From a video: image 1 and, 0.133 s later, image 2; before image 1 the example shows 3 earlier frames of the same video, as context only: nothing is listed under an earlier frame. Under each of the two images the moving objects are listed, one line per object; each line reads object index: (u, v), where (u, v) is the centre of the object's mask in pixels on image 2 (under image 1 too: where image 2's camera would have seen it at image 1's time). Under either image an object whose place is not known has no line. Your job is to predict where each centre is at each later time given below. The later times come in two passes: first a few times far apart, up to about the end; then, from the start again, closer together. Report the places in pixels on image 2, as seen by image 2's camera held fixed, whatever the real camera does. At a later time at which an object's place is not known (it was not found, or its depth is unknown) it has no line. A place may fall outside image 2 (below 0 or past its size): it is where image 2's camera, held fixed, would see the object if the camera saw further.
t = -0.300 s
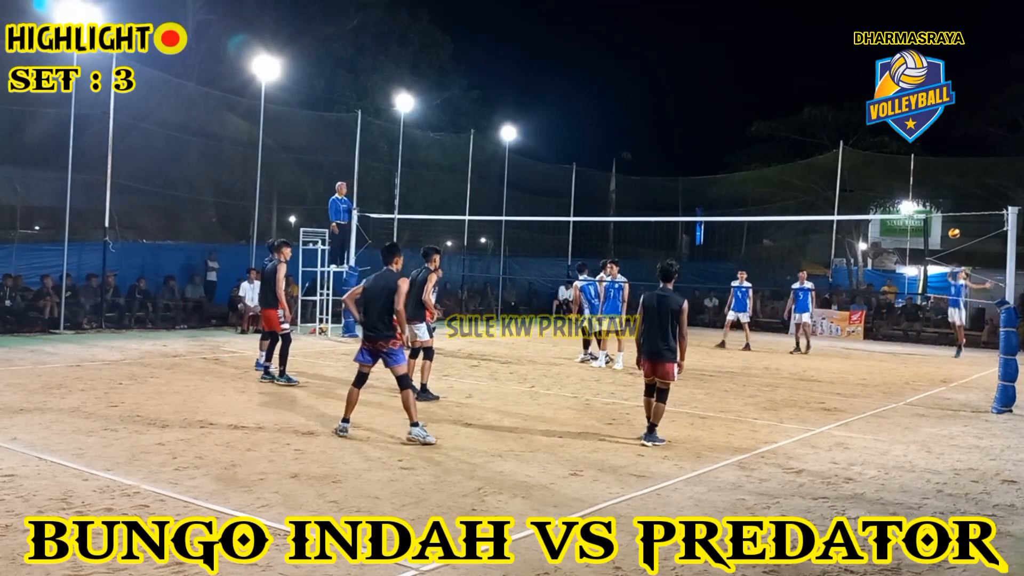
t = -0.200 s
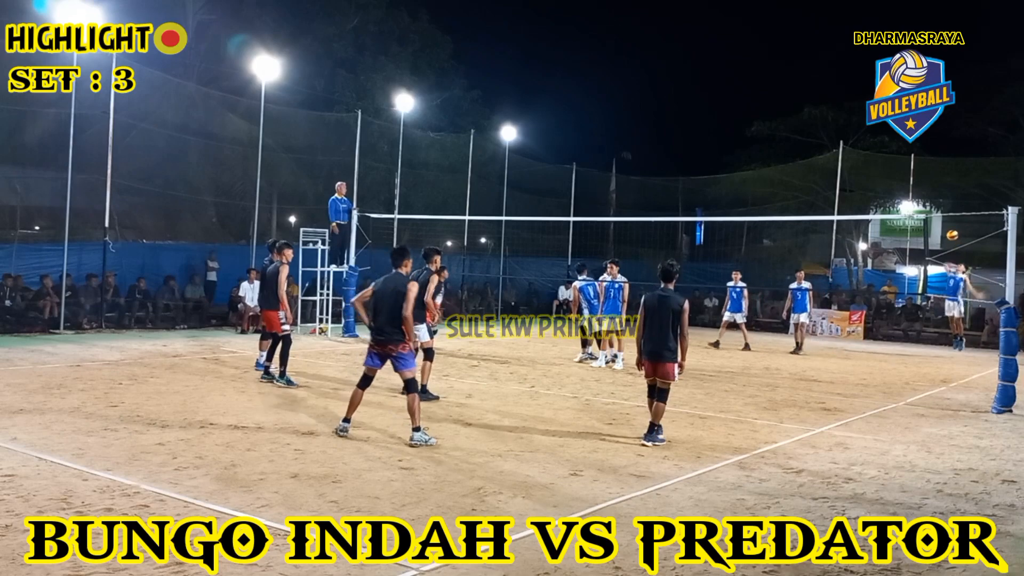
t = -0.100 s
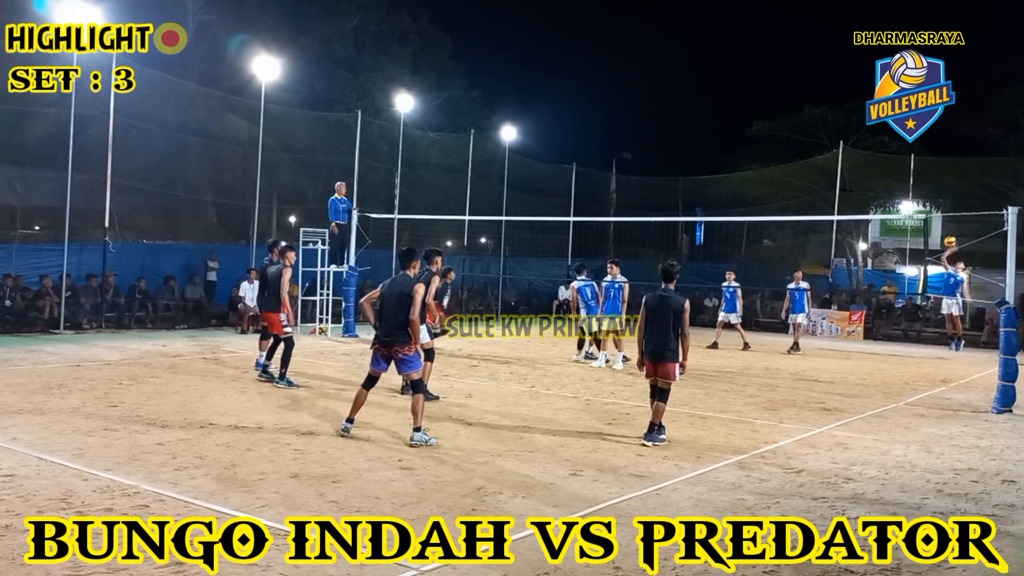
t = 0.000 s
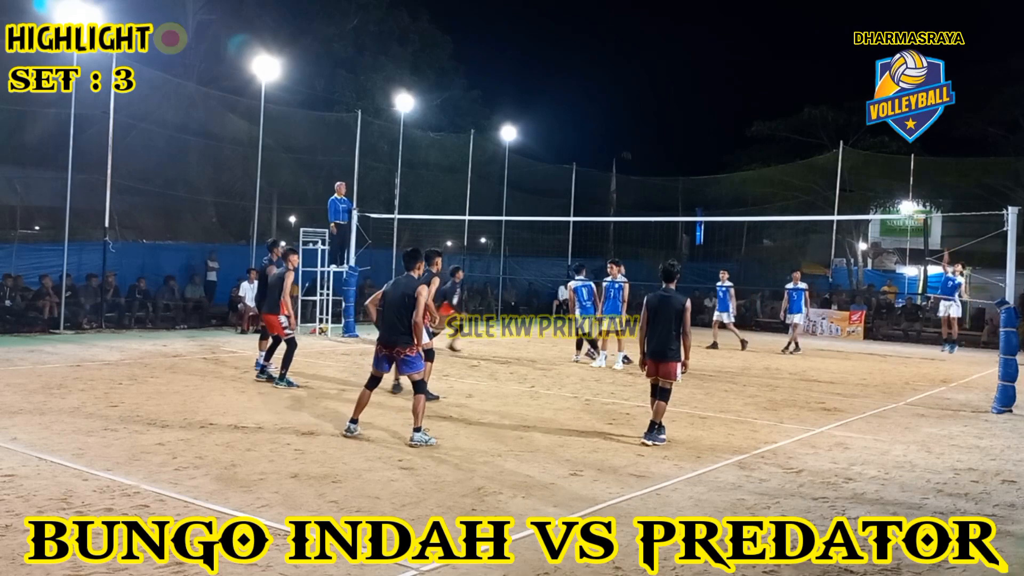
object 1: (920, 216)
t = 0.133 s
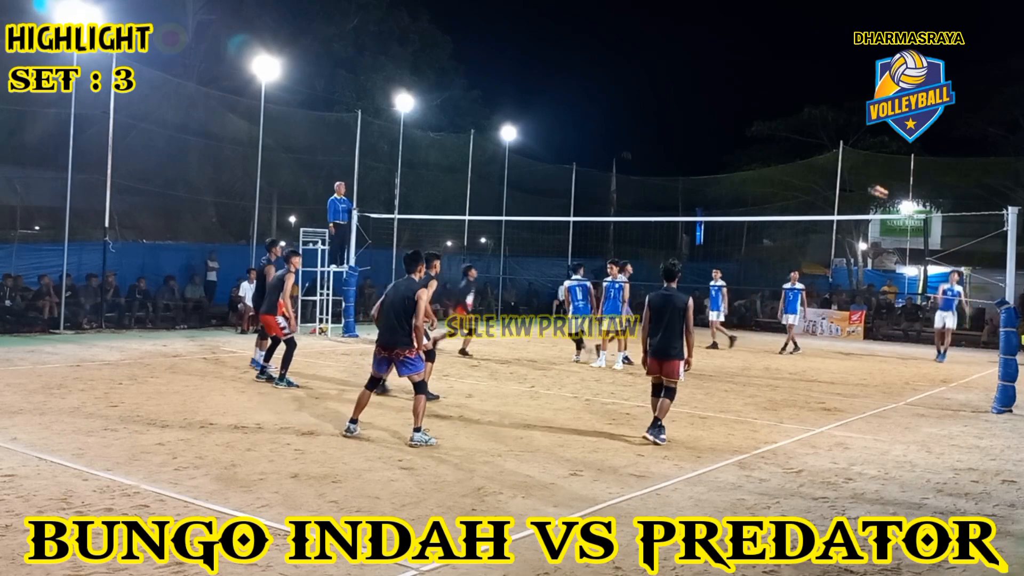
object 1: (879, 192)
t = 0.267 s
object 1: (827, 171)
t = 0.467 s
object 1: (741, 160)
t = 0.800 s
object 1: (558, 202)
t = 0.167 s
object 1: (867, 186)
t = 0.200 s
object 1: (853, 180)
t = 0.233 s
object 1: (841, 175)
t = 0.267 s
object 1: (827, 171)
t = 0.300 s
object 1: (814, 167)
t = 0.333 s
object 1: (799, 164)
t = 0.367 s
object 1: (786, 162)
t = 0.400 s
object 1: (770, 160)
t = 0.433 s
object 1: (755, 160)
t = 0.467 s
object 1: (741, 160)
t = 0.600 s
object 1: (673, 166)
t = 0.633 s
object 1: (655, 169)
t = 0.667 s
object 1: (639, 173)
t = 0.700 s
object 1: (619, 179)
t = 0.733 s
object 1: (599, 185)
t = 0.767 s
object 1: (582, 192)
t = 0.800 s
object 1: (558, 202)
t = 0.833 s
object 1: (540, 209)
